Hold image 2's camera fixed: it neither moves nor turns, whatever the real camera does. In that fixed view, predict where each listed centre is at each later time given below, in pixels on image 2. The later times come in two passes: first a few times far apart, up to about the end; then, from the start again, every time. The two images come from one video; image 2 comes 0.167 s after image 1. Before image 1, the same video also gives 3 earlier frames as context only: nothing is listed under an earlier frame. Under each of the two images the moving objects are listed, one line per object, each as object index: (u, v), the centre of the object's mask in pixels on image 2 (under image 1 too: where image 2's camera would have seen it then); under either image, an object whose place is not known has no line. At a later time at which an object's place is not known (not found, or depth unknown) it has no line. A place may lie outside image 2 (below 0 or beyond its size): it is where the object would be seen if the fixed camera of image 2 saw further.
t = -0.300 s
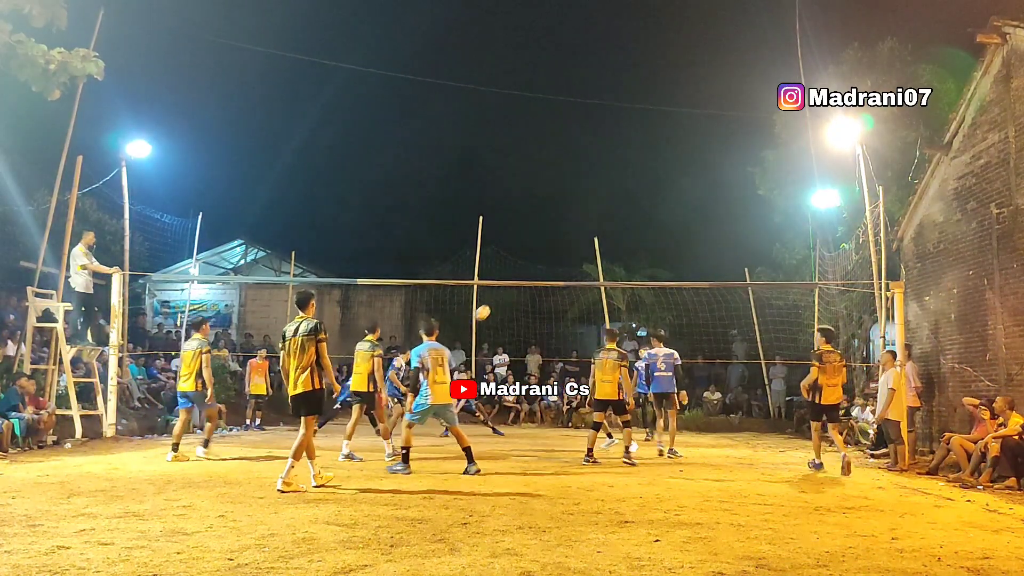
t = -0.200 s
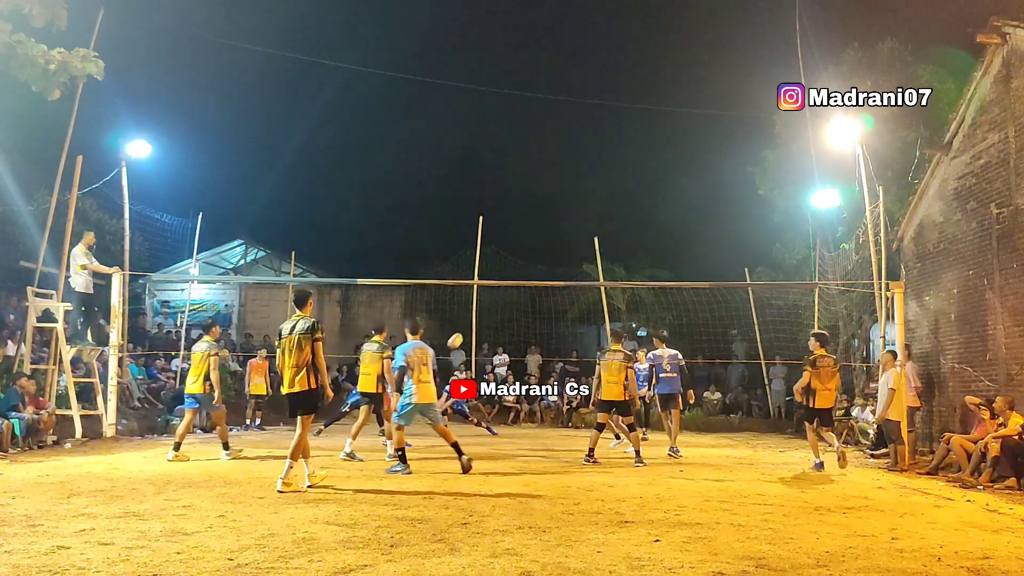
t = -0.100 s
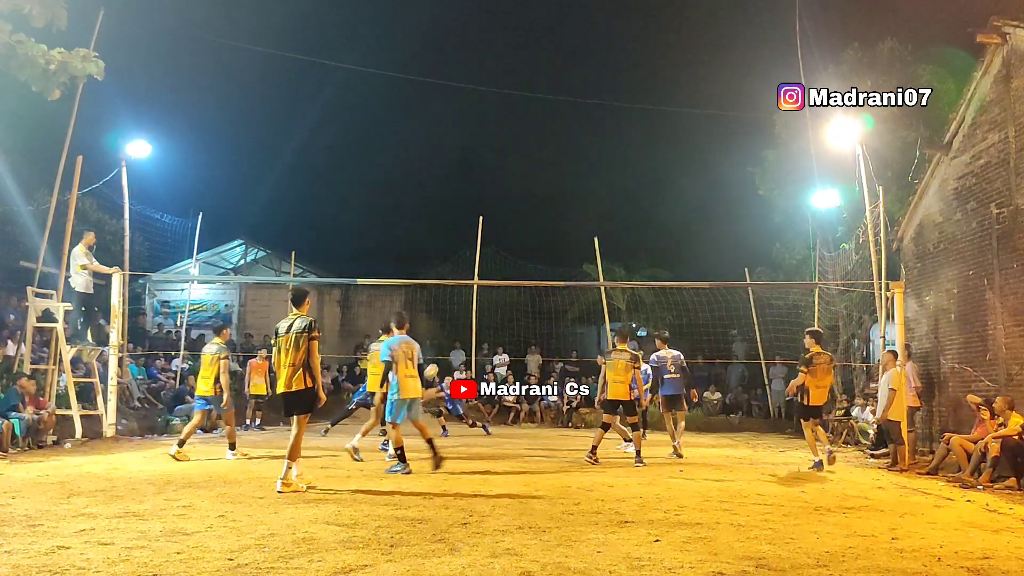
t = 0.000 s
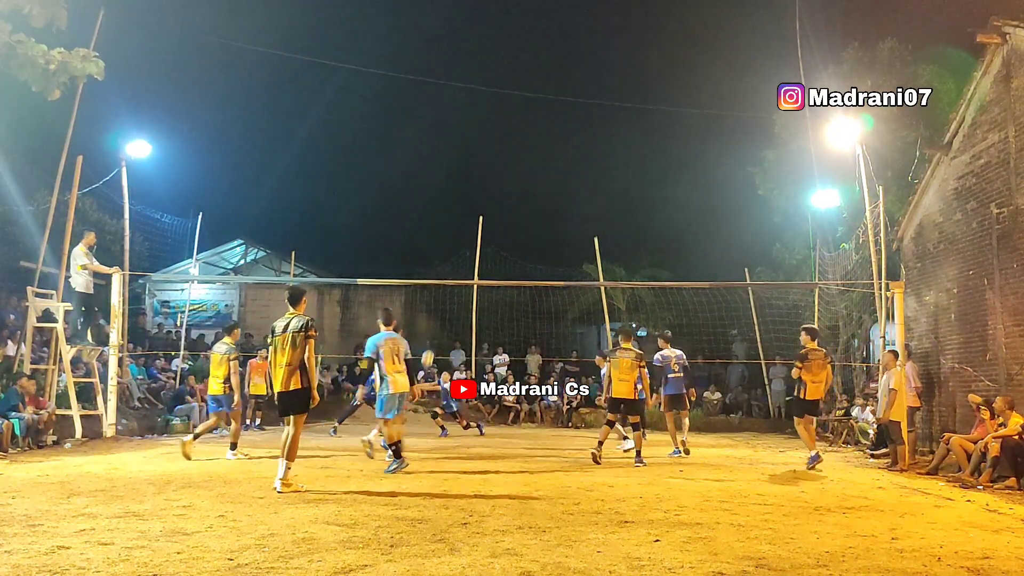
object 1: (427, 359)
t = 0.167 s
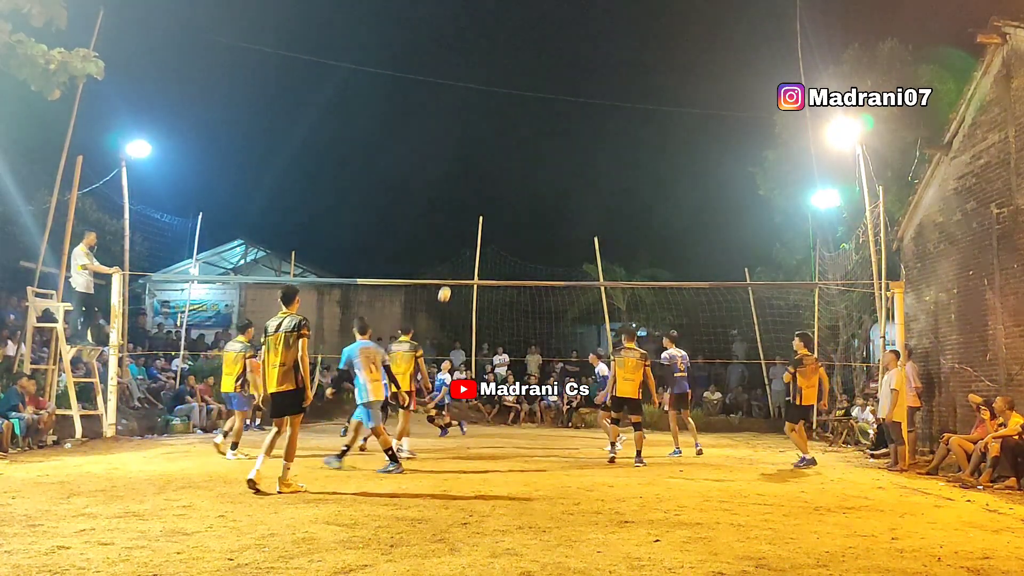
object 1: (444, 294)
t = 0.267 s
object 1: (454, 262)
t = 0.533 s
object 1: (480, 201)
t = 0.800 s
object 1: (506, 177)
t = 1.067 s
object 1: (533, 193)
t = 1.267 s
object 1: (554, 235)
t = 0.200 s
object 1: (448, 283)
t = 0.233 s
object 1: (451, 272)
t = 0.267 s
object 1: (454, 262)
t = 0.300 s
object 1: (457, 253)
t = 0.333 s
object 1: (461, 244)
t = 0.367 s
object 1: (464, 235)
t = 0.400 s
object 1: (467, 227)
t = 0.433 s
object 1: (470, 220)
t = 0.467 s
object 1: (474, 213)
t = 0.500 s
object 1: (477, 207)
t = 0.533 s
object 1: (480, 201)
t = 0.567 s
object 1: (484, 196)
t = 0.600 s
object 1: (486, 192)
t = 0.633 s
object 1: (490, 188)
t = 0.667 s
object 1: (493, 185)
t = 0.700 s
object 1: (496, 182)
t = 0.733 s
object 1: (500, 179)
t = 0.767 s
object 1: (503, 178)
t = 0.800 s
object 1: (506, 177)
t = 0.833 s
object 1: (510, 177)
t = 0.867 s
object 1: (513, 177)
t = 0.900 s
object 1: (516, 178)
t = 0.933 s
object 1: (520, 179)
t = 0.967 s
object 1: (523, 182)
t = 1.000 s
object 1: (526, 185)
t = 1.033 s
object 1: (530, 189)
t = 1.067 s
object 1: (533, 193)
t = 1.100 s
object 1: (536, 198)
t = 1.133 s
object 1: (540, 204)
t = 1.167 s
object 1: (543, 211)
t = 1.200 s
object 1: (547, 218)
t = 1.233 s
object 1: (550, 226)
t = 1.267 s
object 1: (554, 235)
